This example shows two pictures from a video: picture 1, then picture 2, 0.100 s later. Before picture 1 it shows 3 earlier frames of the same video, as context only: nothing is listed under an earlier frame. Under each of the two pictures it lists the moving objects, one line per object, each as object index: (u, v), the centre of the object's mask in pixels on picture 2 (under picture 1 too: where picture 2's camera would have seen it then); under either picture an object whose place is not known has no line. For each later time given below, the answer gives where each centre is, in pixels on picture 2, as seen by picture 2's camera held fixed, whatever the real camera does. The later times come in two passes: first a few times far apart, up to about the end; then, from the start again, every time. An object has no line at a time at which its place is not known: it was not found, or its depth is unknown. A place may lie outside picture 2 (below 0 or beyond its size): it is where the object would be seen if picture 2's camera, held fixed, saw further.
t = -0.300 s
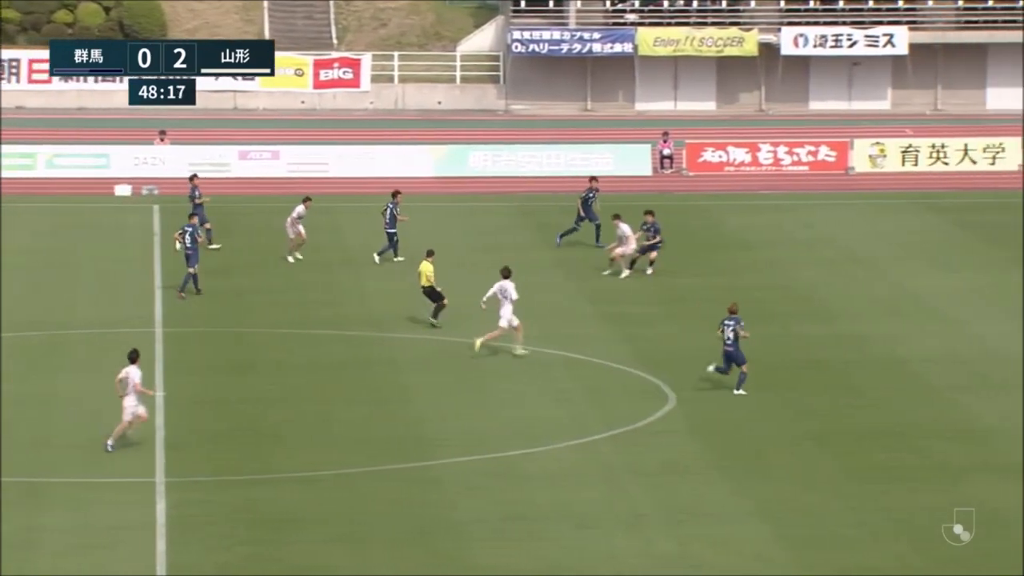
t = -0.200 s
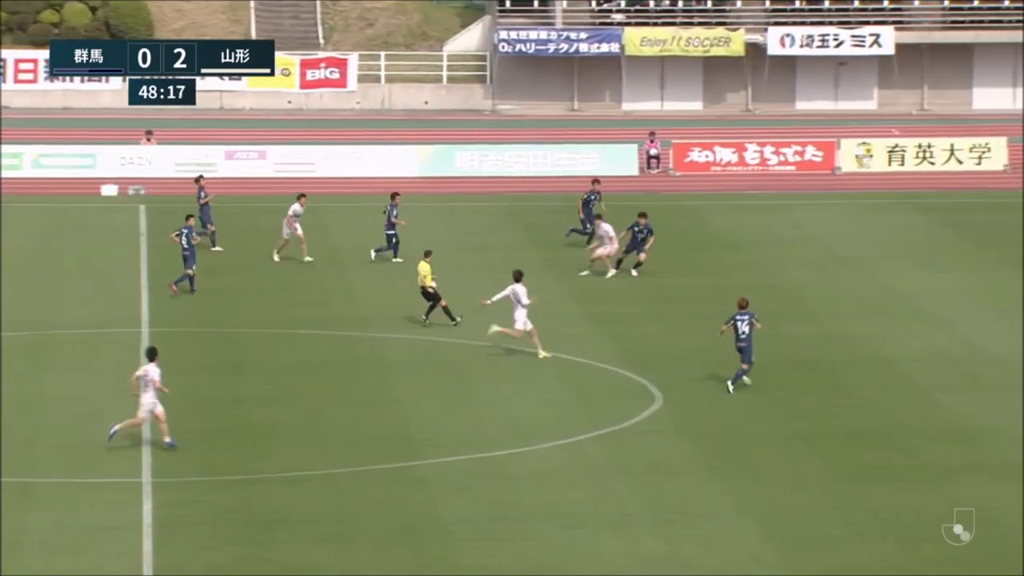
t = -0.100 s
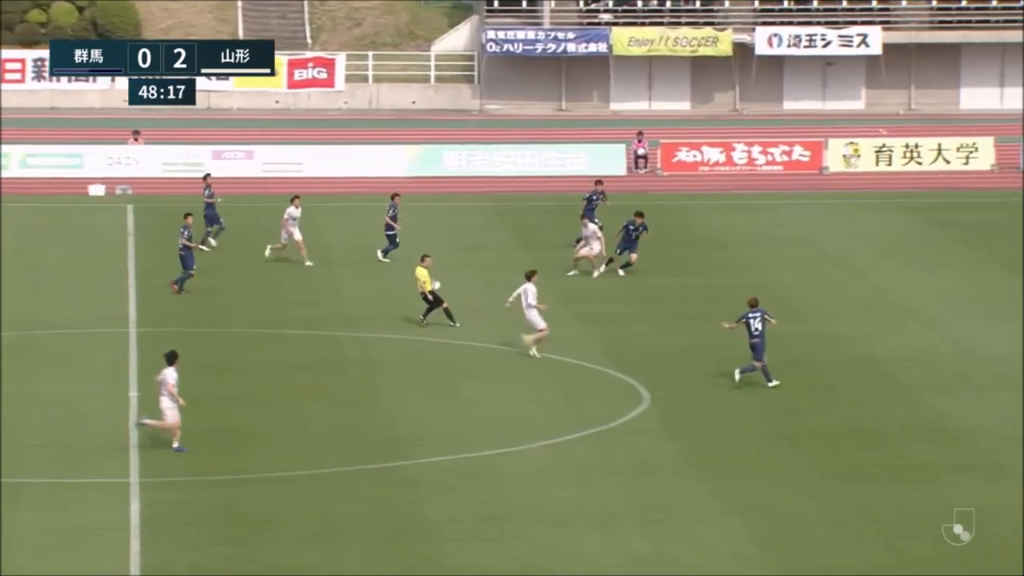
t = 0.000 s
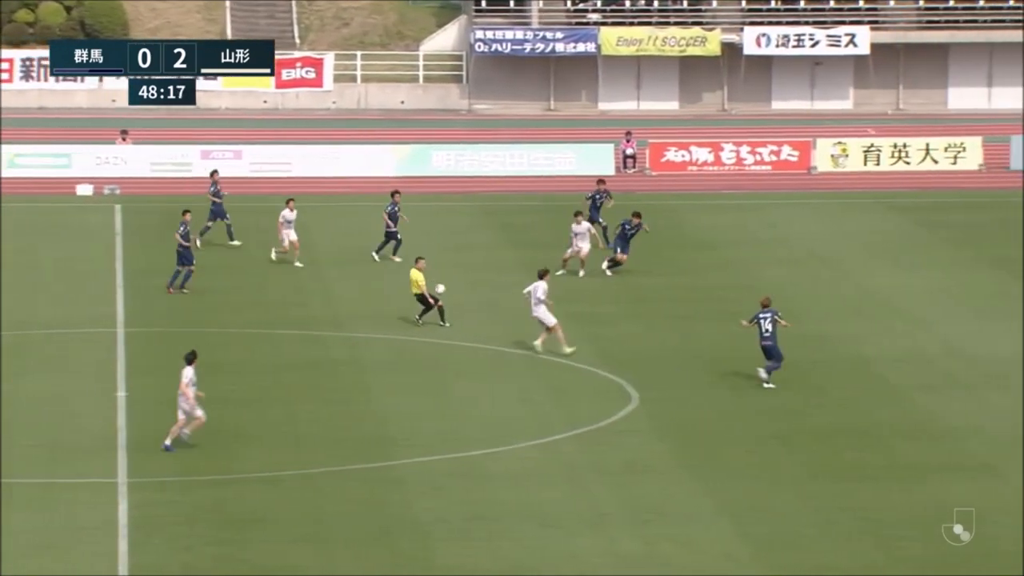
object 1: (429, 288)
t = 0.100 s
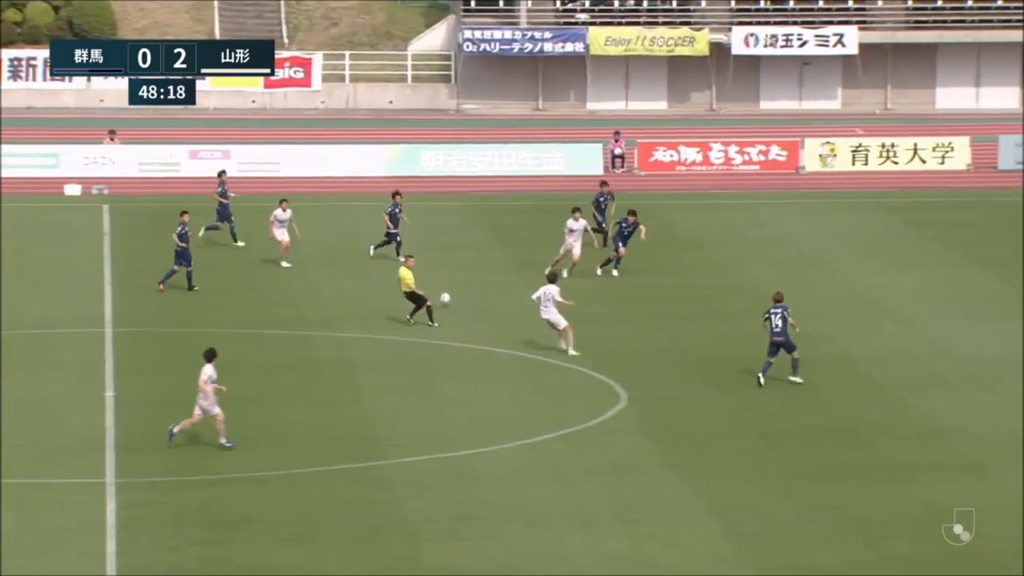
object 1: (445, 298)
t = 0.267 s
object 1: (470, 304)
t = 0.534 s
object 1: (508, 316)
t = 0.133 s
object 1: (450, 301)
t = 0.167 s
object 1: (455, 305)
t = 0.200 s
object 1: (460, 305)
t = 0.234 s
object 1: (465, 304)
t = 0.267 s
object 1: (470, 304)
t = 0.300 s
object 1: (475, 305)
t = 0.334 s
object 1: (479, 306)
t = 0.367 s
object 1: (485, 307)
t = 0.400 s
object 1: (489, 310)
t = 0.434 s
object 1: (494, 312)
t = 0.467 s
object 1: (499, 315)
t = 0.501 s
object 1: (503, 316)
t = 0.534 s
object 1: (508, 316)
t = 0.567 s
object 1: (512, 315)
